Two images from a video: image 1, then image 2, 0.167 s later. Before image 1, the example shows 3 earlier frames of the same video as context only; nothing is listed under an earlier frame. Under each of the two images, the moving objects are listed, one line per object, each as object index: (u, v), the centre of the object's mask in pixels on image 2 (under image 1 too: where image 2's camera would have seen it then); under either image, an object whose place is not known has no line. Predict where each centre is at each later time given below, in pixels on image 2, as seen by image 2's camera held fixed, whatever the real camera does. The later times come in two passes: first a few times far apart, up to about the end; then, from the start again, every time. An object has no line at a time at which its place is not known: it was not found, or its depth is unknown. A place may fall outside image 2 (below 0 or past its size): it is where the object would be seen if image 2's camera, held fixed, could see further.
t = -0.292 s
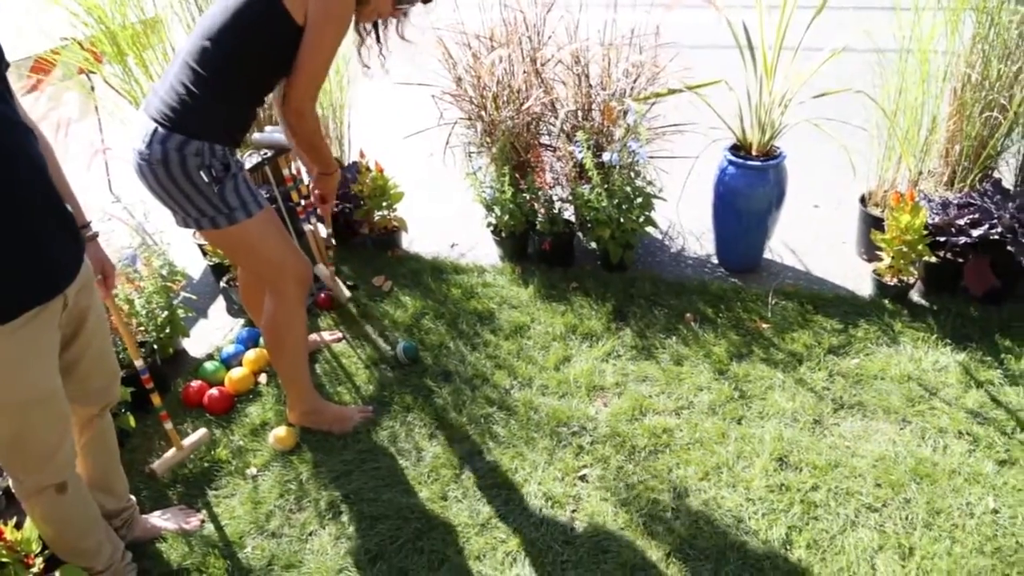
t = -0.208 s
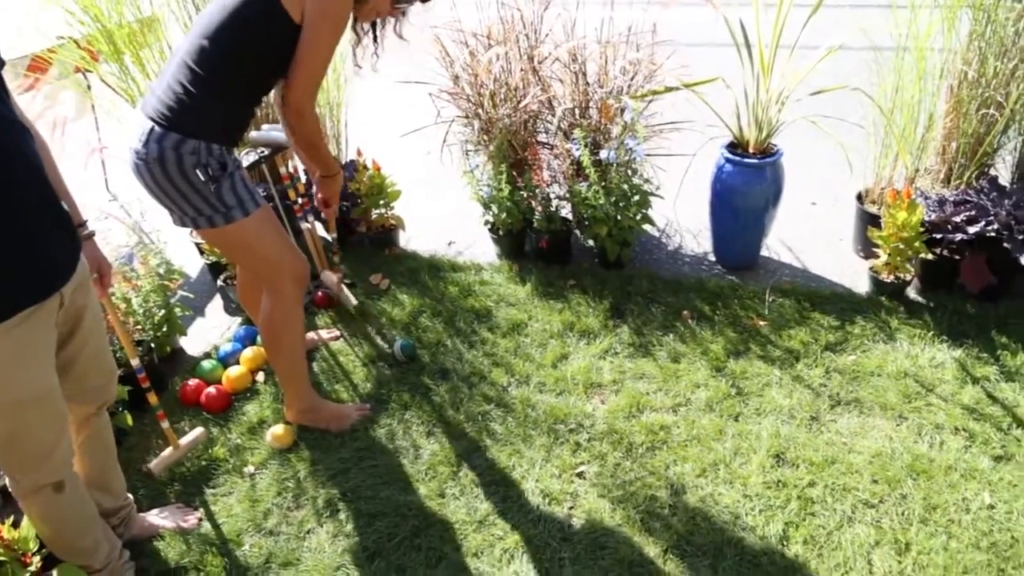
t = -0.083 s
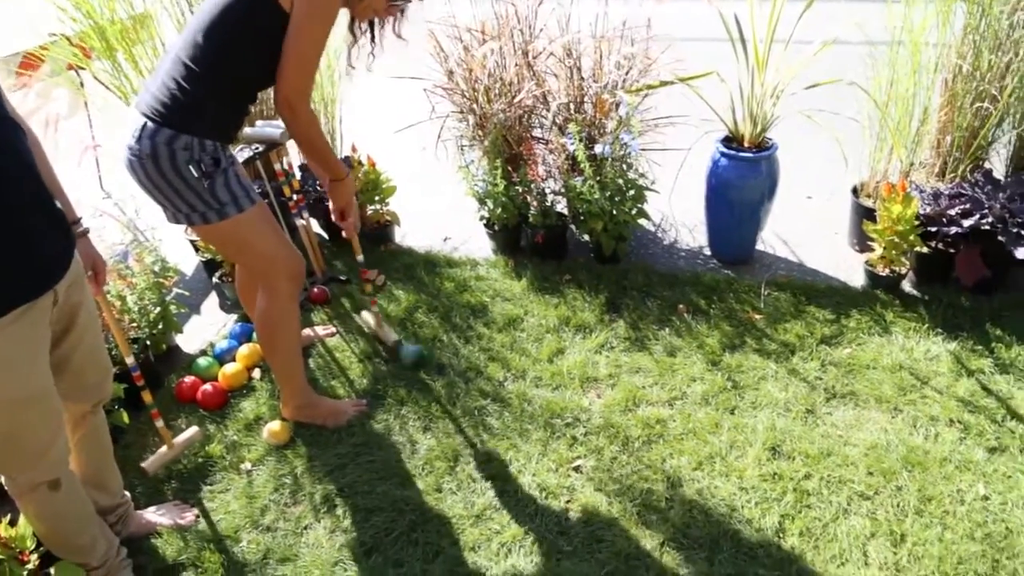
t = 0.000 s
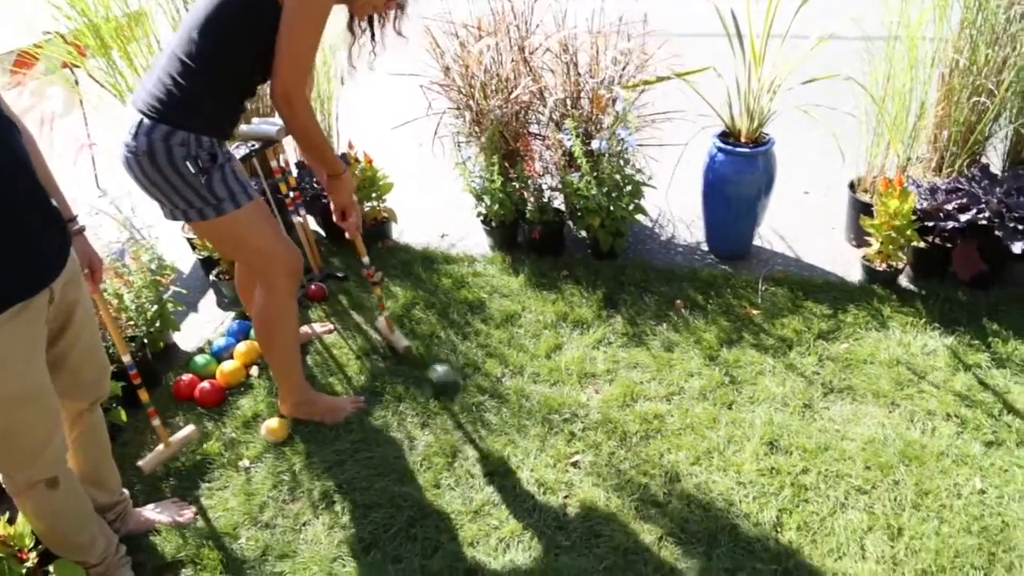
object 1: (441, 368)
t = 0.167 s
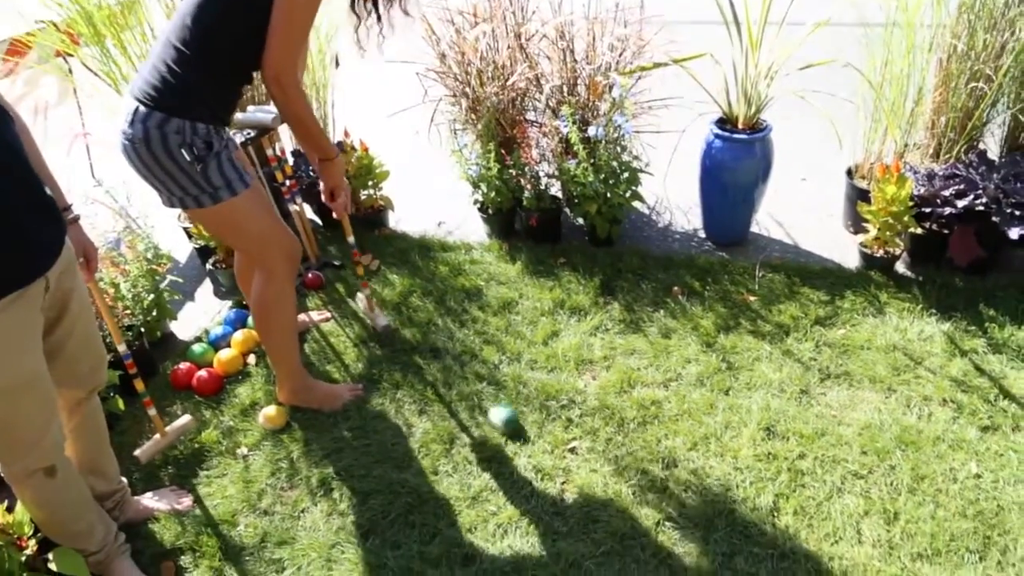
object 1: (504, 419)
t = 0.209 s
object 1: (522, 438)
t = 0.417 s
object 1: (602, 498)
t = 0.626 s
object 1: (669, 568)
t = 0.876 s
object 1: (728, 634)
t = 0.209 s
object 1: (522, 438)
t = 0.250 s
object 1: (537, 448)
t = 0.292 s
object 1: (556, 464)
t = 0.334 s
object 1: (572, 480)
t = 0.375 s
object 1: (589, 490)
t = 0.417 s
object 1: (602, 498)
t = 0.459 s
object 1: (616, 513)
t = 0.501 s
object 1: (630, 528)
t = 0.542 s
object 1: (645, 542)
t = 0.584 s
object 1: (658, 556)
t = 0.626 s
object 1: (669, 568)
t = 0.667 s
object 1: (682, 583)
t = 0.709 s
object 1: (692, 595)
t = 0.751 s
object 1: (702, 609)
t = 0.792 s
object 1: (711, 619)
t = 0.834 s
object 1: (720, 627)
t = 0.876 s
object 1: (728, 634)
